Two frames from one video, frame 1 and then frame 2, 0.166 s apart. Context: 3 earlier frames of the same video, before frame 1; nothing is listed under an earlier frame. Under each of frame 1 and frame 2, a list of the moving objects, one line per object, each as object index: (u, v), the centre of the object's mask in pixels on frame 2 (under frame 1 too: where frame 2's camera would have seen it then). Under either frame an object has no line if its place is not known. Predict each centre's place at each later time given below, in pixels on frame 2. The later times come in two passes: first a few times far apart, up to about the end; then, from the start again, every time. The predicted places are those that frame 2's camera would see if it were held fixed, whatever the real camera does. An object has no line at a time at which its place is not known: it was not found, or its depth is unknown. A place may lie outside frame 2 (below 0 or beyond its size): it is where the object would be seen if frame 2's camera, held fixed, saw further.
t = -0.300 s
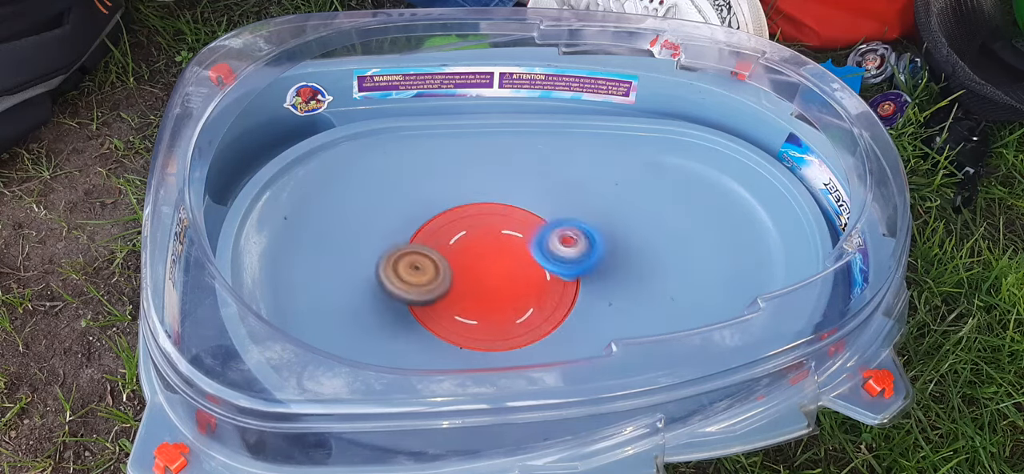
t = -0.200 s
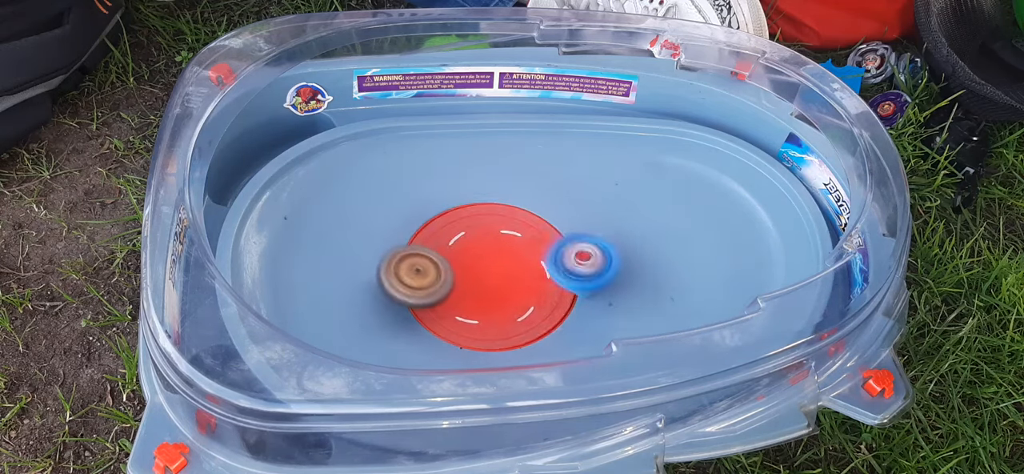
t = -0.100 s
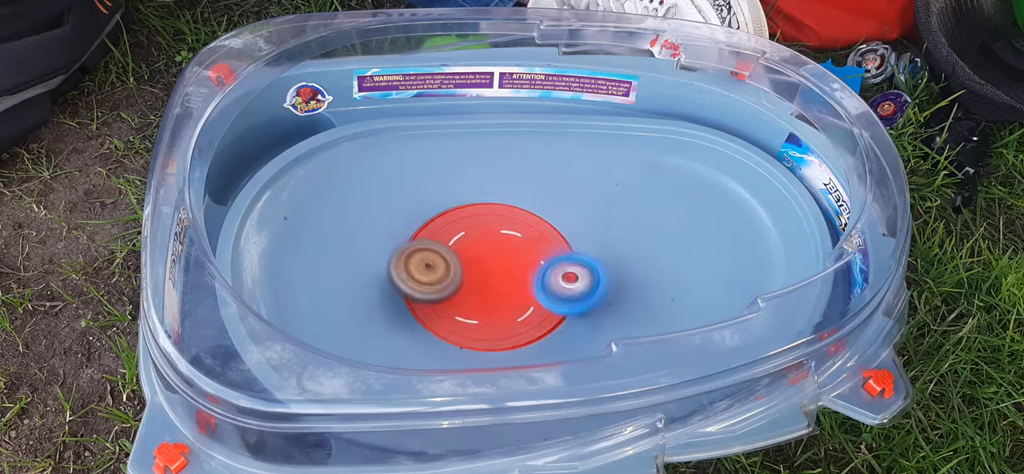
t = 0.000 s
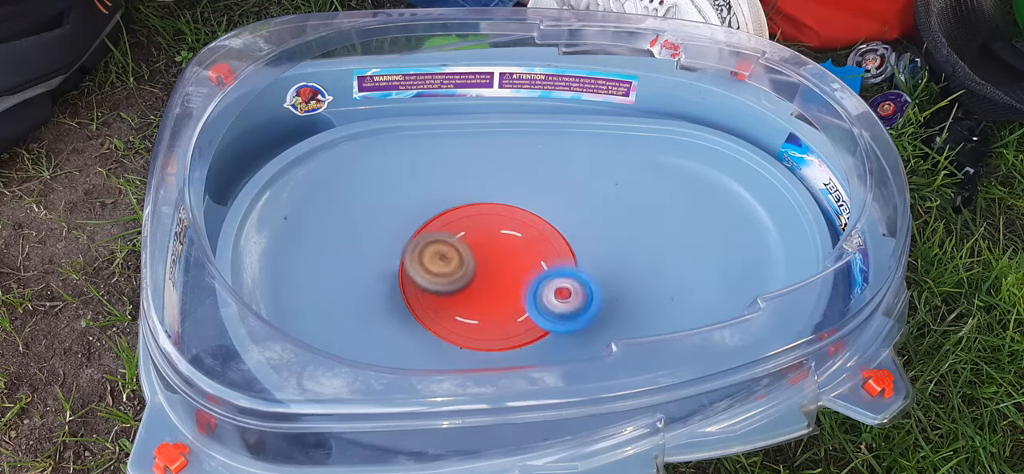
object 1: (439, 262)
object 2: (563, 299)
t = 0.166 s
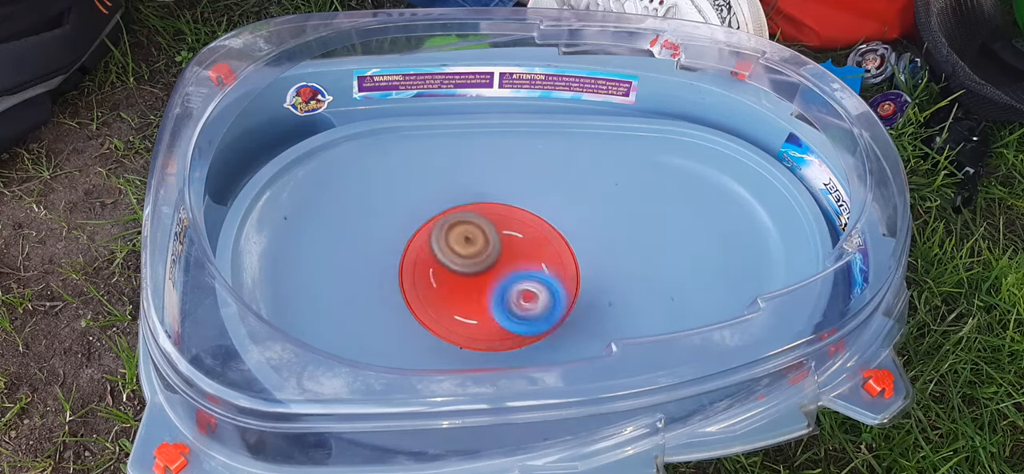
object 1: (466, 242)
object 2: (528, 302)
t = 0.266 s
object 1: (477, 232)
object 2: (492, 290)
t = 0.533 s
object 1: (512, 204)
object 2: (438, 222)
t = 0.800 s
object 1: (538, 210)
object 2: (468, 193)
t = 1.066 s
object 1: (562, 235)
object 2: (474, 224)
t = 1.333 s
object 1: (564, 265)
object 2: (486, 271)
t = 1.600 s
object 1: (544, 301)
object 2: (470, 297)
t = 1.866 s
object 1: (520, 319)
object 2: (471, 255)
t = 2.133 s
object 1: (497, 310)
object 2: (532, 232)
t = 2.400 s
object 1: (480, 275)
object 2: (559, 253)
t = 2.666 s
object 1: (464, 227)
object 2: (525, 280)
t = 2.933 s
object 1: (466, 198)
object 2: (469, 257)
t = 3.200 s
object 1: (512, 198)
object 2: (458, 232)
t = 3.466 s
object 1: (552, 222)
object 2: (472, 234)
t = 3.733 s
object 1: (567, 262)
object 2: (489, 257)
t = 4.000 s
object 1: (550, 291)
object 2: (480, 267)
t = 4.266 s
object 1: (524, 317)
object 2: (491, 249)
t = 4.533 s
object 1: (486, 306)
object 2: (533, 245)
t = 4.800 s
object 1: (470, 273)
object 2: (548, 252)
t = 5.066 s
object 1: (469, 233)
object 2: (531, 257)
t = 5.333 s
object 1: (498, 204)
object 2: (501, 259)
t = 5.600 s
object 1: (535, 207)
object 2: (482, 239)
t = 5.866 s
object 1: (557, 235)
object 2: (490, 230)
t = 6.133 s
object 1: (550, 274)
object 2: (491, 226)
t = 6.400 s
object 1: (514, 298)
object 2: (503, 231)
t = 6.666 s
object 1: (475, 287)
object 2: (526, 247)
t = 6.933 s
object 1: (463, 252)
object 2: (544, 267)
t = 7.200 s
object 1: (493, 225)
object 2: (516, 273)
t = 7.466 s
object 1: (543, 234)
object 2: (483, 263)
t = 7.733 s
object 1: (560, 262)
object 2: (490, 231)
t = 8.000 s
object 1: (531, 283)
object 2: (523, 217)
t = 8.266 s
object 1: (488, 270)
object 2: (546, 241)
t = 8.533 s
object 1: (477, 239)
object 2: (544, 269)
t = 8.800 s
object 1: (507, 220)
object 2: (503, 270)
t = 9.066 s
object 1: (542, 241)
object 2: (477, 251)
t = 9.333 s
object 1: (542, 271)
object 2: (491, 229)
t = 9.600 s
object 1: (508, 282)
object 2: (523, 221)
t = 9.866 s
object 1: (482, 261)
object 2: (547, 243)
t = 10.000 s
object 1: (483, 246)
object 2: (546, 256)
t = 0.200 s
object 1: (470, 240)
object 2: (515, 299)
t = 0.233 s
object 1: (474, 235)
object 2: (503, 295)
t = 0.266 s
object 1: (477, 232)
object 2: (492, 290)
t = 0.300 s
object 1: (483, 227)
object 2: (482, 283)
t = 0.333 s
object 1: (489, 223)
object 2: (473, 275)
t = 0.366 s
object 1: (495, 220)
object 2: (464, 266)
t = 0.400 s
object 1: (499, 218)
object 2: (456, 258)
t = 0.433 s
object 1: (503, 215)
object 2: (449, 249)
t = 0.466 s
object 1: (506, 211)
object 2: (444, 240)
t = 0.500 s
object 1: (509, 208)
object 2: (440, 231)
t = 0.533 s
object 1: (512, 204)
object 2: (438, 222)
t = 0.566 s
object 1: (514, 200)
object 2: (438, 213)
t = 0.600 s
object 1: (515, 198)
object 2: (439, 204)
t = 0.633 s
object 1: (517, 199)
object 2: (442, 198)
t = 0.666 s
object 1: (520, 202)
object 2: (453, 197)
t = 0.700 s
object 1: (526, 203)
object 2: (458, 195)
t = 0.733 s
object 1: (530, 204)
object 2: (462, 193)
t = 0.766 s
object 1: (534, 206)
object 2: (467, 193)
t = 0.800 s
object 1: (538, 210)
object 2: (468, 193)
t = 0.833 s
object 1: (543, 213)
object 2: (472, 198)
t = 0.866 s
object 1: (548, 216)
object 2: (476, 199)
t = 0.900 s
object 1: (551, 219)
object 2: (477, 201)
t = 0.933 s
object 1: (554, 222)
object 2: (476, 205)
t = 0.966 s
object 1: (557, 226)
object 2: (475, 209)
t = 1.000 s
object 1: (559, 229)
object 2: (475, 213)
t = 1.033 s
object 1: (561, 232)
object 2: (474, 218)
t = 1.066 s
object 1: (562, 235)
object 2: (474, 224)
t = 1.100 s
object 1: (564, 238)
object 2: (474, 229)
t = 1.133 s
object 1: (566, 241)
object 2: (474, 235)
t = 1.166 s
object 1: (567, 245)
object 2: (475, 241)
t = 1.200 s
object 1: (567, 248)
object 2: (476, 247)
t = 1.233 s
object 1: (567, 253)
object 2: (478, 252)
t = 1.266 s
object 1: (566, 257)
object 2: (481, 259)
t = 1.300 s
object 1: (566, 261)
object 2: (483, 265)
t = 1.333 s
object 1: (564, 265)
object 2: (486, 271)
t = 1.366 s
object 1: (563, 268)
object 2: (489, 276)
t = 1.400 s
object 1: (561, 271)
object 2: (492, 281)
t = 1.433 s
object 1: (560, 276)
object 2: (492, 285)
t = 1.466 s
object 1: (558, 281)
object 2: (489, 290)
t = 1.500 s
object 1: (556, 287)
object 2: (485, 294)
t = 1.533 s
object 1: (552, 292)
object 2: (480, 297)
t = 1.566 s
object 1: (548, 297)
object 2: (475, 297)
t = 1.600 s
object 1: (544, 301)
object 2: (470, 297)
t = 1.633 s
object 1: (539, 305)
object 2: (466, 296)
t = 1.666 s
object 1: (535, 308)
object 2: (463, 294)
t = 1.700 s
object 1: (532, 310)
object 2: (461, 290)
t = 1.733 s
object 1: (531, 313)
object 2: (461, 284)
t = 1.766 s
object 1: (529, 317)
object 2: (460, 275)
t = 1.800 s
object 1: (526, 319)
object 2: (462, 268)
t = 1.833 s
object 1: (523, 319)
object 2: (466, 261)
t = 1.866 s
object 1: (520, 319)
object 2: (471, 255)
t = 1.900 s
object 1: (516, 319)
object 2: (478, 249)
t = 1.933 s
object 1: (513, 320)
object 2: (485, 245)
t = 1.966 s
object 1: (510, 320)
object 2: (493, 241)
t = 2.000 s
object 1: (506, 319)
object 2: (501, 237)
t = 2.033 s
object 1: (504, 318)
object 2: (509, 236)
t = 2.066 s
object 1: (502, 316)
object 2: (518, 234)
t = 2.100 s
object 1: (500, 313)
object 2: (525, 232)
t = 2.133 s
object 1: (497, 310)
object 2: (532, 232)
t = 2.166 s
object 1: (495, 307)
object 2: (540, 233)
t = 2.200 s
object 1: (492, 303)
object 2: (546, 234)
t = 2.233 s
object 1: (490, 299)
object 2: (552, 237)
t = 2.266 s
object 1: (488, 295)
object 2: (556, 239)
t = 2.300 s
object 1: (486, 290)
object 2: (558, 242)
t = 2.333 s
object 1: (484, 285)
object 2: (561, 246)
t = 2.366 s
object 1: (482, 280)
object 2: (561, 249)
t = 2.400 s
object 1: (480, 275)
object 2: (559, 253)
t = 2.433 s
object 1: (478, 270)
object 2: (556, 257)
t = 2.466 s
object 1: (477, 264)
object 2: (552, 261)
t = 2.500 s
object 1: (475, 260)
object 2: (547, 264)
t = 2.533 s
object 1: (473, 254)
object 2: (540, 266)
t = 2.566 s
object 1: (470, 246)
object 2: (538, 270)
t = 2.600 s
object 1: (468, 239)
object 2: (536, 274)
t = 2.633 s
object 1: (466, 233)
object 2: (531, 278)
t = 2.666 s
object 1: (464, 227)
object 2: (525, 280)
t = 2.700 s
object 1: (463, 222)
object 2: (518, 280)
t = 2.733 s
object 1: (463, 218)
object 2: (510, 280)
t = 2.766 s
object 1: (462, 214)
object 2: (500, 279)
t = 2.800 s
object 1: (462, 209)
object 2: (492, 277)
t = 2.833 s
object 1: (463, 206)
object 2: (484, 274)
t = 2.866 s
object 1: (464, 203)
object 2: (478, 269)
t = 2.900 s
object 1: (464, 200)
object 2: (473, 263)
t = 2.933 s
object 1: (466, 198)
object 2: (469, 257)
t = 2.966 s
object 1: (469, 196)
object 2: (466, 251)
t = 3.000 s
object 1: (472, 195)
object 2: (464, 245)
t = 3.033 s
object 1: (480, 193)
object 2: (460, 246)
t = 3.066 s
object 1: (487, 196)
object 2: (459, 244)
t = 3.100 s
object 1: (493, 197)
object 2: (457, 241)
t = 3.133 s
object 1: (499, 197)
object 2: (455, 238)
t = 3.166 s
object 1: (505, 197)
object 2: (456, 236)
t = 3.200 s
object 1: (512, 198)
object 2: (458, 232)
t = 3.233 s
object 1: (517, 199)
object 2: (462, 229)
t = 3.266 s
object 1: (523, 201)
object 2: (467, 227)
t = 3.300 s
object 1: (529, 203)
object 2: (471, 225)
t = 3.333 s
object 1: (535, 206)
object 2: (476, 225)
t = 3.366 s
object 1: (540, 209)
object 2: (477, 227)
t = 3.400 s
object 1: (544, 215)
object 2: (476, 229)
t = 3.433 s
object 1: (548, 218)
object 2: (473, 232)
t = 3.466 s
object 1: (552, 222)
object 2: (472, 234)
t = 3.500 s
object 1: (556, 226)
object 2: (471, 236)
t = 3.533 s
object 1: (559, 230)
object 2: (472, 238)
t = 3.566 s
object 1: (562, 235)
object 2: (473, 242)
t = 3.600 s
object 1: (565, 240)
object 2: (475, 244)
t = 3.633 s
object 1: (567, 245)
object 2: (477, 248)
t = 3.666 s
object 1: (568, 250)
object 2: (481, 251)
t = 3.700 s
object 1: (567, 256)
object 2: (485, 254)
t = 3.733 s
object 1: (567, 262)
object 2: (489, 257)
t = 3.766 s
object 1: (566, 267)
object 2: (494, 260)
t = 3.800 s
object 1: (567, 273)
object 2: (498, 264)
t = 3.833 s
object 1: (567, 277)
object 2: (490, 267)
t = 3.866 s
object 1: (560, 279)
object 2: (486, 268)
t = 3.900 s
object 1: (556, 281)
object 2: (483, 268)
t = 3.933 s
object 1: (555, 284)
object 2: (482, 268)
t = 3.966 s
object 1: (553, 287)
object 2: (480, 268)
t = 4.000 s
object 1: (550, 291)
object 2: (480, 267)
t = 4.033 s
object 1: (546, 296)
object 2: (481, 266)
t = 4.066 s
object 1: (546, 302)
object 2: (477, 264)
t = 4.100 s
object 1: (544, 306)
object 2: (477, 262)
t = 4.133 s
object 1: (540, 309)
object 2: (478, 259)
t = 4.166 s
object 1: (536, 312)
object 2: (480, 256)
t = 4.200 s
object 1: (533, 315)
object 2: (483, 253)
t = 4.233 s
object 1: (528, 316)
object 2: (486, 251)
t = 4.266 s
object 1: (524, 317)
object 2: (491, 249)
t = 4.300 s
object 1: (518, 317)
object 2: (496, 248)
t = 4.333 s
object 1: (514, 317)
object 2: (501, 248)
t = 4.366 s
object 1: (511, 315)
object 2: (506, 248)
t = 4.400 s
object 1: (507, 312)
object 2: (511, 248)
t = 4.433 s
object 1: (502, 310)
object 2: (517, 249)
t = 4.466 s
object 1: (497, 309)
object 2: (522, 248)
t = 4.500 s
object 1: (491, 308)
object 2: (528, 245)
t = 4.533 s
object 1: (486, 306)
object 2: (533, 245)
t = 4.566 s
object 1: (482, 303)
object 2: (539, 244)
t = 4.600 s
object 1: (481, 299)
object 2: (543, 243)
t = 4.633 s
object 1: (478, 295)
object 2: (545, 243)
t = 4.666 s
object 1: (475, 291)
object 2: (548, 244)
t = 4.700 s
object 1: (473, 288)
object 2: (551, 246)
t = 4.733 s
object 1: (472, 283)
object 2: (551, 247)
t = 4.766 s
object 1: (470, 277)
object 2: (550, 249)
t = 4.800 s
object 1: (470, 273)
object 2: (548, 252)
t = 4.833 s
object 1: (471, 268)
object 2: (545, 254)
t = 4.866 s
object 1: (470, 262)
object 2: (540, 256)
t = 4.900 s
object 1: (468, 257)
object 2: (540, 256)
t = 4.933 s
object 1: (467, 252)
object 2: (539, 256)
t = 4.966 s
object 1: (467, 247)
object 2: (536, 257)
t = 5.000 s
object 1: (467, 243)
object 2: (534, 257)
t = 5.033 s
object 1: (468, 239)
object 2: (532, 257)
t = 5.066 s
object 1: (469, 233)
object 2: (531, 257)
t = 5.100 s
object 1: (471, 228)
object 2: (527, 259)
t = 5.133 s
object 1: (474, 223)
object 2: (524, 259)
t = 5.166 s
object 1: (478, 219)
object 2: (518, 259)
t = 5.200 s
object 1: (481, 215)
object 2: (516, 260)
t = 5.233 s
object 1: (485, 212)
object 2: (513, 261)
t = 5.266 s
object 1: (490, 209)
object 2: (509, 260)
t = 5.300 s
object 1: (495, 206)
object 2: (506, 259)
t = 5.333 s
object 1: (498, 204)
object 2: (501, 259)
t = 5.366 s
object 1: (504, 202)
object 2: (498, 255)
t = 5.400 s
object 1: (509, 200)
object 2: (495, 253)
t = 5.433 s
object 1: (512, 200)
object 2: (492, 250)
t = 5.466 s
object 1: (517, 201)
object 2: (491, 247)
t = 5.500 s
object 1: (523, 201)
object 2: (488, 243)
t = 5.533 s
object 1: (528, 202)
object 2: (485, 243)
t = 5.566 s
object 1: (532, 205)
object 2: (483, 240)
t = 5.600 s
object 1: (535, 207)
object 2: (482, 239)
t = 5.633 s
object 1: (539, 209)
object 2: (480, 237)
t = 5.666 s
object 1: (543, 212)
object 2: (480, 235)
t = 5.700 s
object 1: (546, 214)
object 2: (482, 234)
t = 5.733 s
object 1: (549, 218)
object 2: (482, 233)
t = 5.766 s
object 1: (551, 221)
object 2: (483, 233)
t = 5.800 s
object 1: (553, 225)
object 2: (485, 231)
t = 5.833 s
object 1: (555, 230)
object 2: (488, 230)
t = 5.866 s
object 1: (557, 235)
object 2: (490, 230)
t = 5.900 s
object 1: (557, 239)
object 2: (489, 230)
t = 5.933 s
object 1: (556, 243)
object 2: (490, 229)
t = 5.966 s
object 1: (556, 249)
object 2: (491, 229)
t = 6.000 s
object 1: (557, 254)
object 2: (492, 228)
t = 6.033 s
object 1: (557, 260)
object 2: (491, 228)
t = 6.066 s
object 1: (556, 265)
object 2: (489, 227)
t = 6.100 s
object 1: (554, 268)
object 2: (490, 226)
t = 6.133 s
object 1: (550, 274)
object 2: (491, 226)
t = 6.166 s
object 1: (548, 278)
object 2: (491, 227)
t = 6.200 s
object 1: (544, 281)
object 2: (492, 228)
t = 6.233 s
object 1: (540, 285)
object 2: (495, 229)
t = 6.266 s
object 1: (535, 288)
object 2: (499, 232)
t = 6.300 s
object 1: (529, 290)
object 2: (501, 235)
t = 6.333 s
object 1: (525, 294)
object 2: (501, 233)
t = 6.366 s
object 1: (521, 296)
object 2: (503, 232)
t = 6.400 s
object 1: (514, 298)
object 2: (503, 231)
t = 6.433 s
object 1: (509, 299)
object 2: (507, 233)
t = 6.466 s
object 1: (503, 299)
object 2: (511, 233)
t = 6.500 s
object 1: (498, 298)
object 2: (515, 235)
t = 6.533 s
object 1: (493, 297)
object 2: (517, 237)
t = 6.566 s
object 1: (487, 295)
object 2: (519, 239)
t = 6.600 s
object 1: (483, 293)
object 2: (523, 242)
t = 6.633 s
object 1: (479, 290)
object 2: (525, 245)
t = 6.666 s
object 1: (475, 287)
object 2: (526, 247)
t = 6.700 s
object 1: (470, 283)
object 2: (532, 249)
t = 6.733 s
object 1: (467, 278)
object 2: (534, 251)
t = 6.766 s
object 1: (465, 275)
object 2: (538, 254)
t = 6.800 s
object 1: (462, 270)
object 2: (542, 256)
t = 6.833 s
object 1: (461, 265)
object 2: (543, 259)
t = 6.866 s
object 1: (461, 261)
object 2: (543, 262)
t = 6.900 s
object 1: (460, 256)
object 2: (545, 264)
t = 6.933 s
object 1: (463, 252)
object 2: (544, 267)
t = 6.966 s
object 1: (464, 248)
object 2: (542, 269)
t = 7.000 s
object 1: (467, 245)
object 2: (540, 270)
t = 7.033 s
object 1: (470, 240)
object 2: (537, 272)
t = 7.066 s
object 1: (472, 237)
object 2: (532, 273)
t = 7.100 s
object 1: (477, 234)
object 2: (528, 272)
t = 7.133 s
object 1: (481, 231)
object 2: (522, 271)
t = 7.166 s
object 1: (487, 228)
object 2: (518, 271)
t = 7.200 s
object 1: (493, 225)
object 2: (516, 273)
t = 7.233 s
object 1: (500, 223)
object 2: (511, 274)
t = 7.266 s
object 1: (508, 223)
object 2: (505, 274)
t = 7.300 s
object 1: (514, 223)
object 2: (501, 274)
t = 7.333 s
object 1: (521, 225)
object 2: (496, 274)
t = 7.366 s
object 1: (527, 227)
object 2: (491, 272)
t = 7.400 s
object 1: (534, 229)
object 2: (488, 270)
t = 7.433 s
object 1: (538, 231)
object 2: (486, 267)
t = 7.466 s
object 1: (543, 234)
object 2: (483, 263)
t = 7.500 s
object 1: (547, 236)
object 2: (483, 259)
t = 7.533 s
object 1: (550, 240)
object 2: (481, 256)
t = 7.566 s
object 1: (554, 243)
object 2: (481, 251)
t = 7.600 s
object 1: (556, 247)
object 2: (482, 246)
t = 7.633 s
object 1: (559, 251)
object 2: (483, 243)
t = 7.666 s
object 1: (560, 256)
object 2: (485, 238)
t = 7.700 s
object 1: (560, 260)
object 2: (488, 234)
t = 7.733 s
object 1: (560, 262)
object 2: (490, 231)
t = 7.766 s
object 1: (559, 265)
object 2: (493, 227)
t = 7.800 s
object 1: (558, 270)
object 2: (497, 224)
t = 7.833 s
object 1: (553, 274)
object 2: (501, 222)
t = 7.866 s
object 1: (551, 276)
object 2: (505, 219)
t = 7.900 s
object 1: (546, 279)
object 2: (510, 218)
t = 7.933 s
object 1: (543, 281)
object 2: (513, 216)
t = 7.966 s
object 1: (537, 282)
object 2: (519, 216)
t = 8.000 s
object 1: (531, 283)
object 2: (523, 217)
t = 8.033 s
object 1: (526, 283)
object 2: (527, 217)
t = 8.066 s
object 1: (520, 283)
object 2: (532, 219)
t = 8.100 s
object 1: (515, 281)
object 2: (534, 222)
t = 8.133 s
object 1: (509, 280)
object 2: (538, 224)
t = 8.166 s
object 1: (504, 279)
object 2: (542, 228)
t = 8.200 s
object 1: (498, 276)
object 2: (542, 232)
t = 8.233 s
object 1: (494, 273)
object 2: (545, 236)
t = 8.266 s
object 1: (488, 270)
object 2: (546, 241)
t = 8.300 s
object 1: (484, 267)
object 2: (548, 244)
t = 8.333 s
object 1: (481, 262)
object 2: (551, 248)
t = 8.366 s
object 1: (479, 260)
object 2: (552, 253)
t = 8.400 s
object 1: (477, 255)
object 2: (552, 255)
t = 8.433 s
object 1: (476, 251)
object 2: (551, 260)
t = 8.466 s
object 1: (476, 247)
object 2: (549, 263)
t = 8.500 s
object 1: (475, 243)
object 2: (548, 266)
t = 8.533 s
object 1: (477, 239)
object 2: (544, 269)
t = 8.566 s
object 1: (478, 236)
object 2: (540, 270)
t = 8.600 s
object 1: (481, 232)
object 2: (536, 272)
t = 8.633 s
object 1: (483, 229)
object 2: (530, 273)
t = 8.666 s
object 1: (488, 226)
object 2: (526, 273)
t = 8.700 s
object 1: (491, 224)
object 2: (519, 274)
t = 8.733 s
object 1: (496, 223)
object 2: (515, 273)
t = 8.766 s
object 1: (501, 221)
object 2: (510, 272)
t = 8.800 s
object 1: (507, 220)
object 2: (503, 270)
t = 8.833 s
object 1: (512, 220)
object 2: (500, 269)
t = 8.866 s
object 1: (518, 223)
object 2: (495, 268)
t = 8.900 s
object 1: (524, 224)
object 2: (491, 265)
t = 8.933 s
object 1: (529, 227)
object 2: (487, 263)
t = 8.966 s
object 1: (533, 230)
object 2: (483, 260)
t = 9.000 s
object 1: (537, 234)
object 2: (481, 257)
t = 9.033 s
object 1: (540, 237)
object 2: (477, 254)
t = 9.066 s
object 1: (542, 241)
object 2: (477, 251)
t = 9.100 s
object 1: (545, 245)
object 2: (475, 248)
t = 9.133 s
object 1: (546, 249)
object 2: (475, 245)
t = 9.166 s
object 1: (547, 253)
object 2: (477, 242)
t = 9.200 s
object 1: (546, 256)
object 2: (478, 239)
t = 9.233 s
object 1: (547, 260)
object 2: (481, 236)
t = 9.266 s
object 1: (546, 264)
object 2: (484, 234)
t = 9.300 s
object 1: (545, 268)
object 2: (488, 231)
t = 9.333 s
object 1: (542, 271)
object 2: (491, 229)
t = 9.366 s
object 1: (539, 274)
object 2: (494, 227)
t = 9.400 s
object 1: (535, 276)
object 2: (499, 225)
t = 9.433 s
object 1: (531, 279)
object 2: (502, 224)
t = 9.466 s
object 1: (527, 281)
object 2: (507, 221)
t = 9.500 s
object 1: (522, 282)
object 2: (509, 221)
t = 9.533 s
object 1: (517, 282)
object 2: (514, 221)
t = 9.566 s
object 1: (513, 283)
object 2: (520, 221)
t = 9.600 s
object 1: (508, 282)
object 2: (523, 221)
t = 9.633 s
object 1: (503, 281)
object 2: (527, 222)
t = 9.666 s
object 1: (498, 279)
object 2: (531, 224)
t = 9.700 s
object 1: (495, 277)
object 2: (536, 226)
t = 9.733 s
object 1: (491, 274)
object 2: (537, 229)
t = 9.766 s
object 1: (488, 272)
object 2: (540, 232)
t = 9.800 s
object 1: (486, 268)
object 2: (543, 235)
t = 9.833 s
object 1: (483, 265)
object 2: (544, 239)
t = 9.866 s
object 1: (482, 261)
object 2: (547, 243)
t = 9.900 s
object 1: (481, 257)
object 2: (546, 245)
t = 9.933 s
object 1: (481, 254)
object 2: (545, 249)
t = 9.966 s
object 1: (480, 250)
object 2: (545, 254)
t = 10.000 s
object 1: (483, 246)
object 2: (546, 256)
